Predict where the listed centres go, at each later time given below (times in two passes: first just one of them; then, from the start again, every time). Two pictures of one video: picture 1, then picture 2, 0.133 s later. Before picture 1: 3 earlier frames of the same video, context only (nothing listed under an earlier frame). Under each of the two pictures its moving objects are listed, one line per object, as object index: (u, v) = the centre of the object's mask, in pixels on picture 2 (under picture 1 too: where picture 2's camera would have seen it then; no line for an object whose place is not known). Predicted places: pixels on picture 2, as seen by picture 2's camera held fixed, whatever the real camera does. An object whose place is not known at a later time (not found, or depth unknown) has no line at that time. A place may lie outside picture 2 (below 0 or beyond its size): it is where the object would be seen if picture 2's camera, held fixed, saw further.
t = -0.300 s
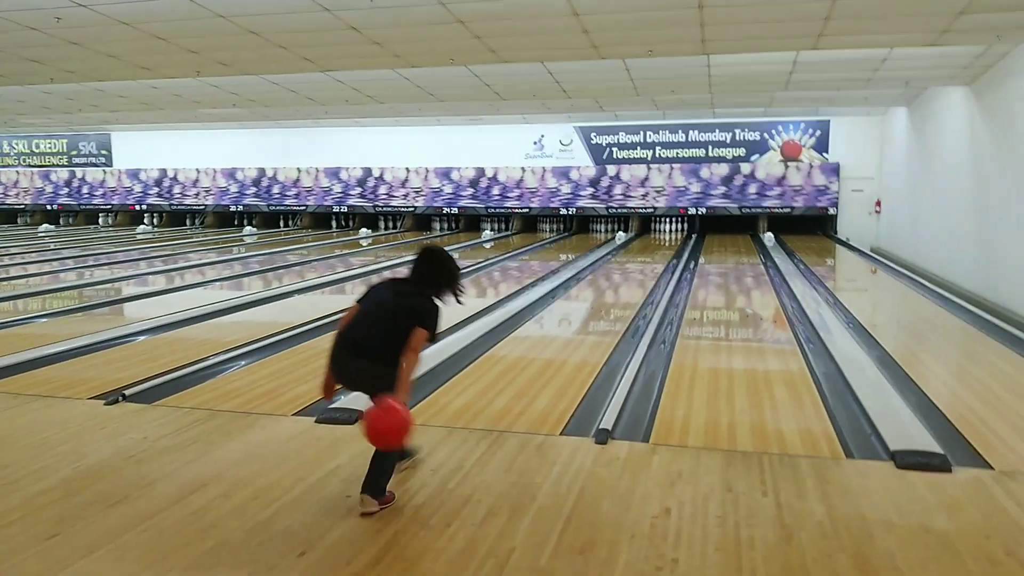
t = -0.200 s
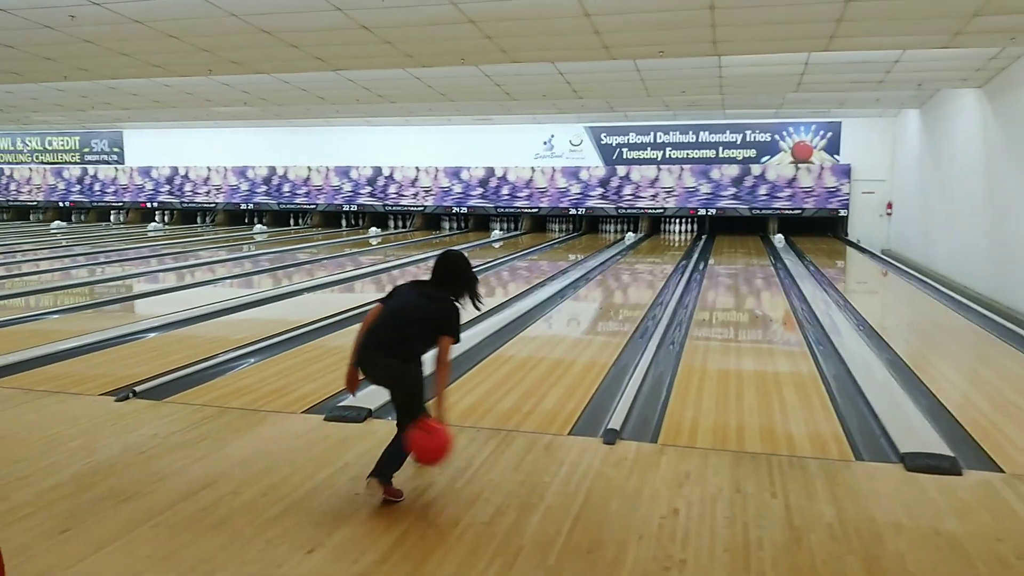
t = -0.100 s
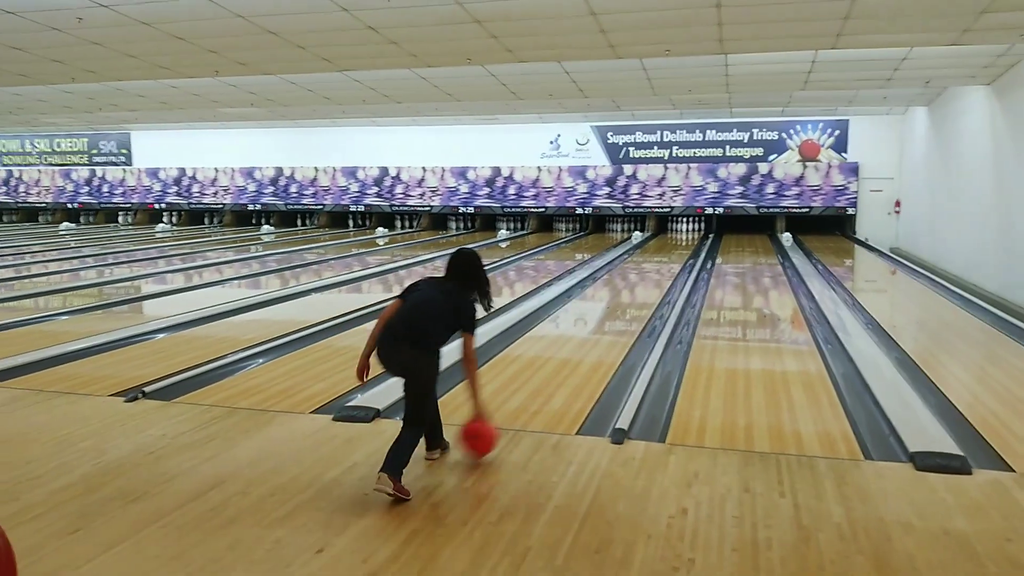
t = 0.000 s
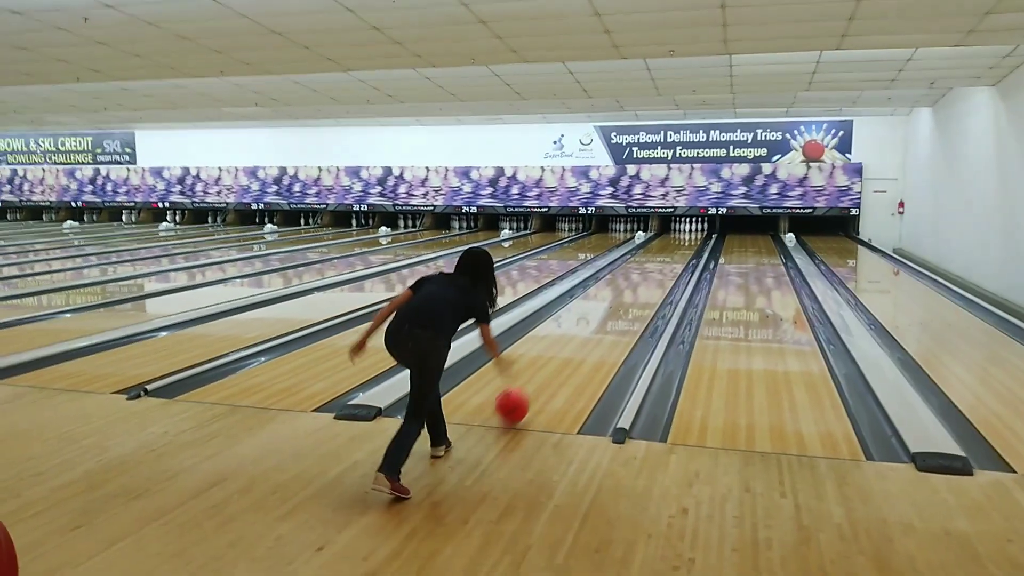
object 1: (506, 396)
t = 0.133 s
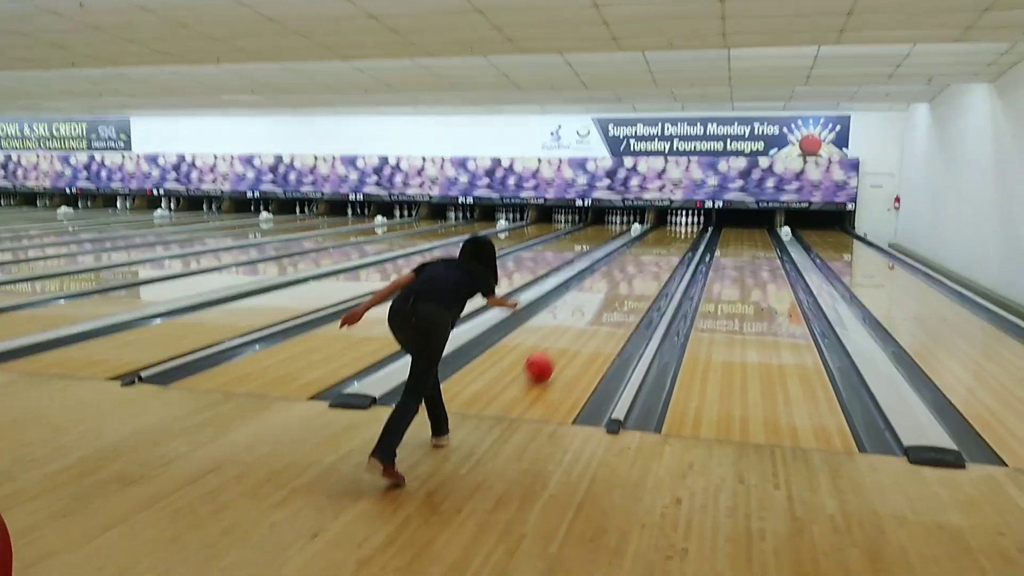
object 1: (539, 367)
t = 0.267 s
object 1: (563, 345)
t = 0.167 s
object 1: (546, 361)
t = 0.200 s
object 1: (553, 356)
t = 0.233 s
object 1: (558, 351)
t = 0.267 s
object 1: (563, 345)
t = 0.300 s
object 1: (569, 340)
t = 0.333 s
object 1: (573, 335)
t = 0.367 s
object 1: (578, 330)
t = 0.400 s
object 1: (582, 326)
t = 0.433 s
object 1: (587, 322)
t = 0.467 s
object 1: (590, 319)
